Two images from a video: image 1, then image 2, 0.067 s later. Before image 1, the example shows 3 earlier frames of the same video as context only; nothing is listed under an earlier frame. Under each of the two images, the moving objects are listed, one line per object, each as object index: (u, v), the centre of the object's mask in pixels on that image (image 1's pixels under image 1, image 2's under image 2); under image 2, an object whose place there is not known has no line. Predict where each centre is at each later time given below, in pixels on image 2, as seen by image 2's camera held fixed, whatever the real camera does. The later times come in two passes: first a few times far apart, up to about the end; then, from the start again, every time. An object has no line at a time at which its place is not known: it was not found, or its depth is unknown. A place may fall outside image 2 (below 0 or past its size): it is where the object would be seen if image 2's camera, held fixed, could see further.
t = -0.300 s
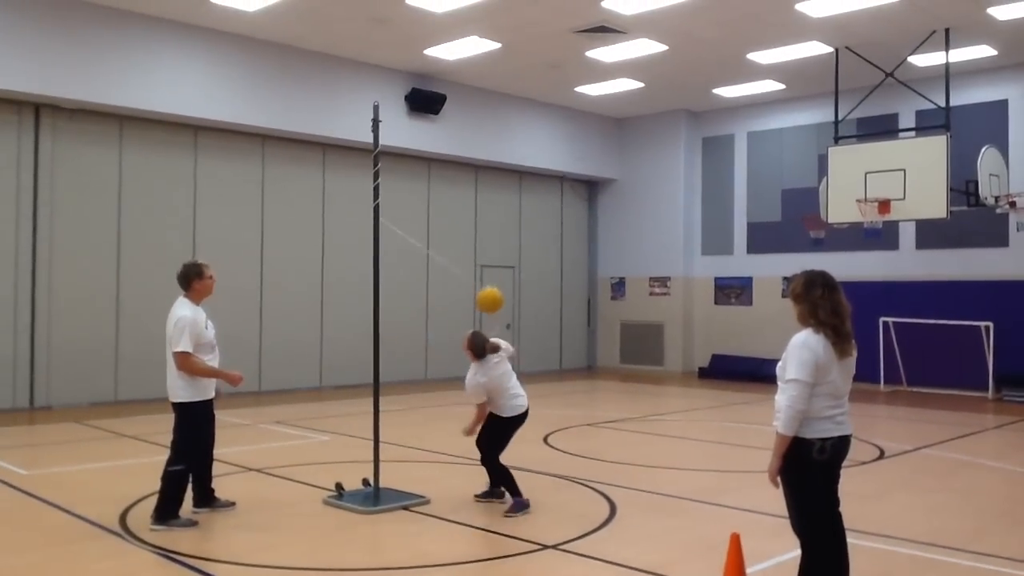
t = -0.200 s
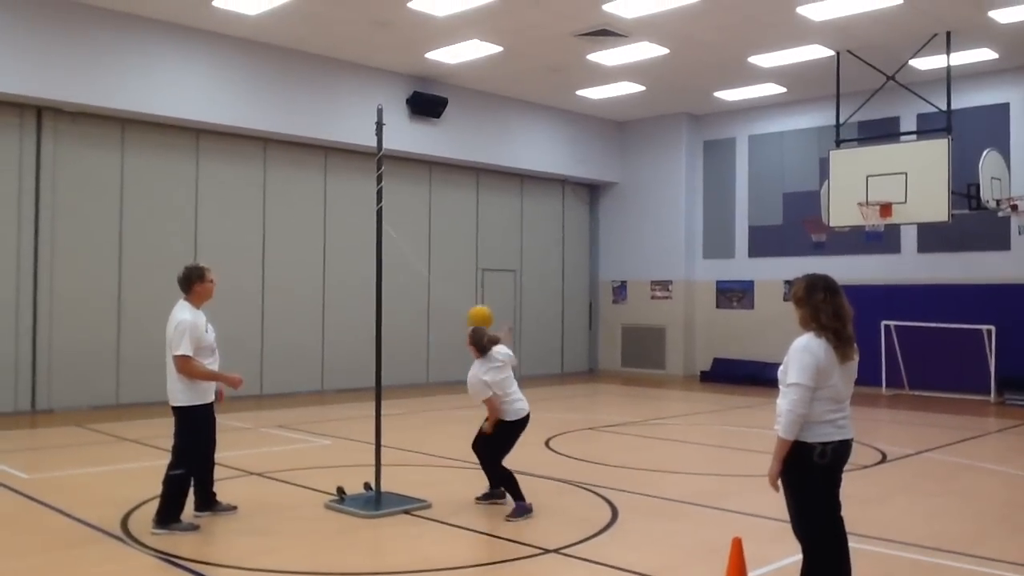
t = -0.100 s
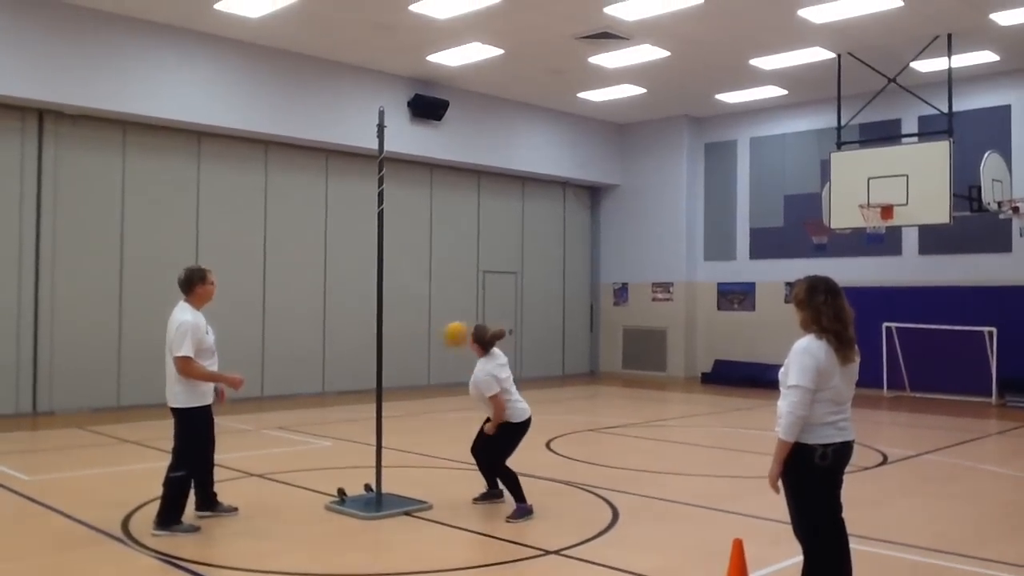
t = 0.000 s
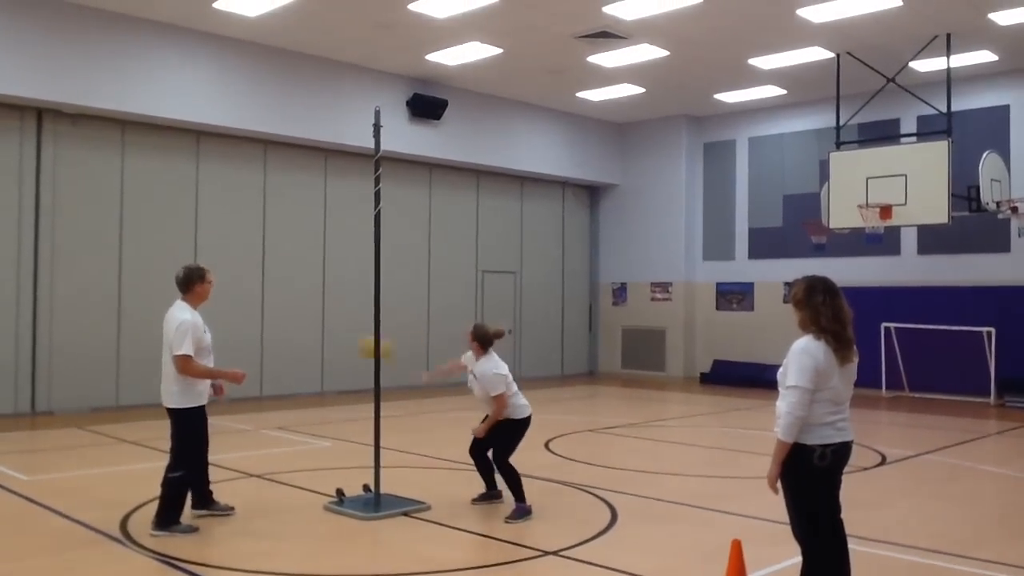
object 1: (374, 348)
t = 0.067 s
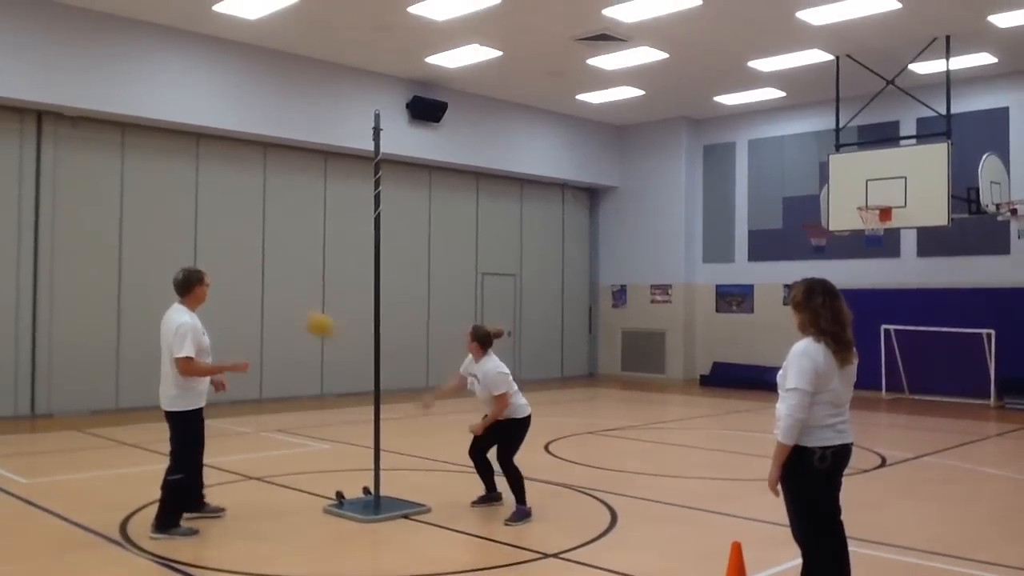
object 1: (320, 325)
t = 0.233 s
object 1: (232, 223)
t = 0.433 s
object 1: (228, 114)
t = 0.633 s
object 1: (285, 69)
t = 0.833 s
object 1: (372, 101)
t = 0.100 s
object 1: (294, 308)
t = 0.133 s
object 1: (273, 291)
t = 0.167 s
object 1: (255, 270)
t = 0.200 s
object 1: (242, 246)
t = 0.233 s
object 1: (232, 223)
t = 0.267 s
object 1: (224, 201)
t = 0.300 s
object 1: (219, 181)
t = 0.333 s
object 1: (219, 163)
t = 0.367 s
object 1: (221, 145)
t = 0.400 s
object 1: (224, 130)
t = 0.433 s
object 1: (228, 114)
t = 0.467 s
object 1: (233, 100)
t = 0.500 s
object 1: (239, 87)
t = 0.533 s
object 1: (249, 78)
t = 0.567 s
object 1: (260, 73)
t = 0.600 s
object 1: (272, 70)
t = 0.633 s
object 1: (285, 69)
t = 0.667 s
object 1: (298, 70)
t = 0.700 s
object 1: (312, 72)
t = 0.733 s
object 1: (327, 76)
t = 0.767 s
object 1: (341, 81)
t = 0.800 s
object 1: (357, 90)
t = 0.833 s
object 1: (372, 101)
